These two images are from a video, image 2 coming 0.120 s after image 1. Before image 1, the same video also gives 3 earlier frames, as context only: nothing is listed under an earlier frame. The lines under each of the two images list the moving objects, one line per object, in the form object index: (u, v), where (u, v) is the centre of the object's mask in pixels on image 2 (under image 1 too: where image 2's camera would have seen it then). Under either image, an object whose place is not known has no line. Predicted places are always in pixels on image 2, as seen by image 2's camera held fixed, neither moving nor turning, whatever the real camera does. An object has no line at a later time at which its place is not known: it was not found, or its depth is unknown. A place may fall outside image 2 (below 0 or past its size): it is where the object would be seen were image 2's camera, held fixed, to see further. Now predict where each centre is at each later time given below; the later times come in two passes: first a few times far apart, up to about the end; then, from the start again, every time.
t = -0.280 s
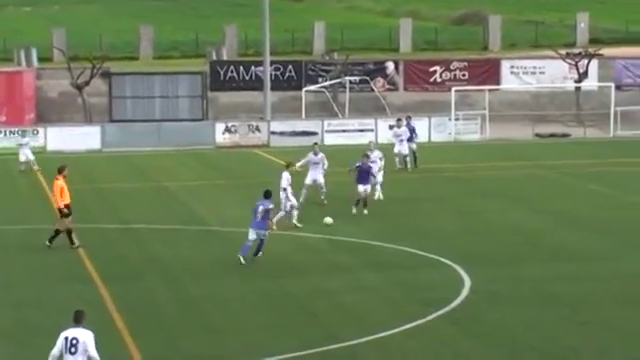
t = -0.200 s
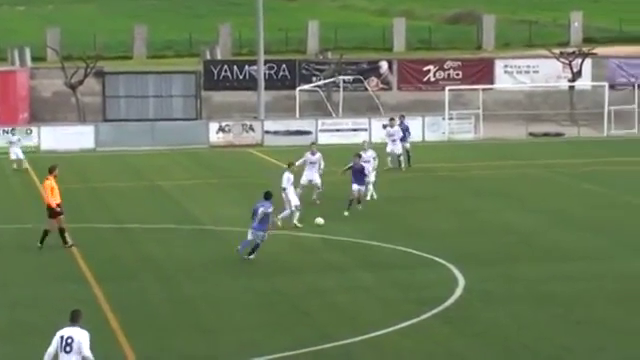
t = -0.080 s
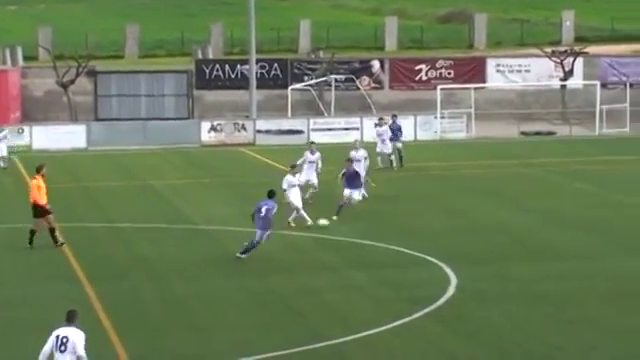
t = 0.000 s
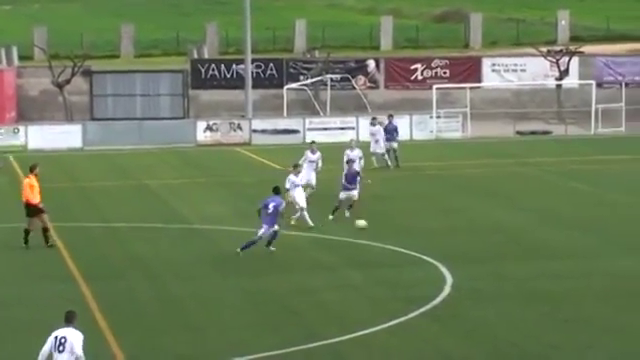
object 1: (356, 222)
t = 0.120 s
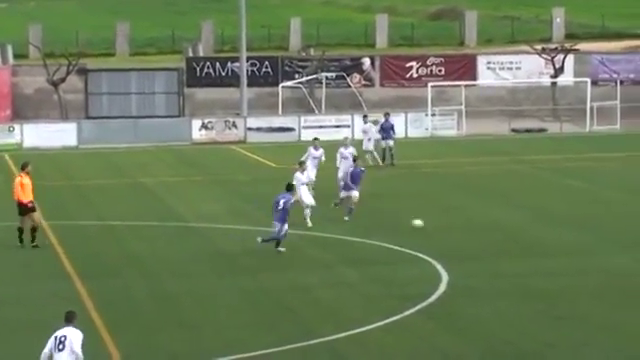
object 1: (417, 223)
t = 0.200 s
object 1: (457, 224)
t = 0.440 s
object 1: (572, 229)
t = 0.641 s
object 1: (667, 235)
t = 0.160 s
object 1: (437, 225)
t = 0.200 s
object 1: (457, 224)
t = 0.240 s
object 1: (476, 224)
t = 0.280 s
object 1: (495, 225)
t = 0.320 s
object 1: (515, 227)
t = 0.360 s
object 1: (534, 229)
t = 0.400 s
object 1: (554, 229)
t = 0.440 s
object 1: (572, 229)
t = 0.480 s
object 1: (591, 231)
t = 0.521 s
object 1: (610, 232)
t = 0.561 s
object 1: (628, 232)
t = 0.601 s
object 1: (647, 233)
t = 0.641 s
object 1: (667, 235)
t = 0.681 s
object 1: (685, 235)
